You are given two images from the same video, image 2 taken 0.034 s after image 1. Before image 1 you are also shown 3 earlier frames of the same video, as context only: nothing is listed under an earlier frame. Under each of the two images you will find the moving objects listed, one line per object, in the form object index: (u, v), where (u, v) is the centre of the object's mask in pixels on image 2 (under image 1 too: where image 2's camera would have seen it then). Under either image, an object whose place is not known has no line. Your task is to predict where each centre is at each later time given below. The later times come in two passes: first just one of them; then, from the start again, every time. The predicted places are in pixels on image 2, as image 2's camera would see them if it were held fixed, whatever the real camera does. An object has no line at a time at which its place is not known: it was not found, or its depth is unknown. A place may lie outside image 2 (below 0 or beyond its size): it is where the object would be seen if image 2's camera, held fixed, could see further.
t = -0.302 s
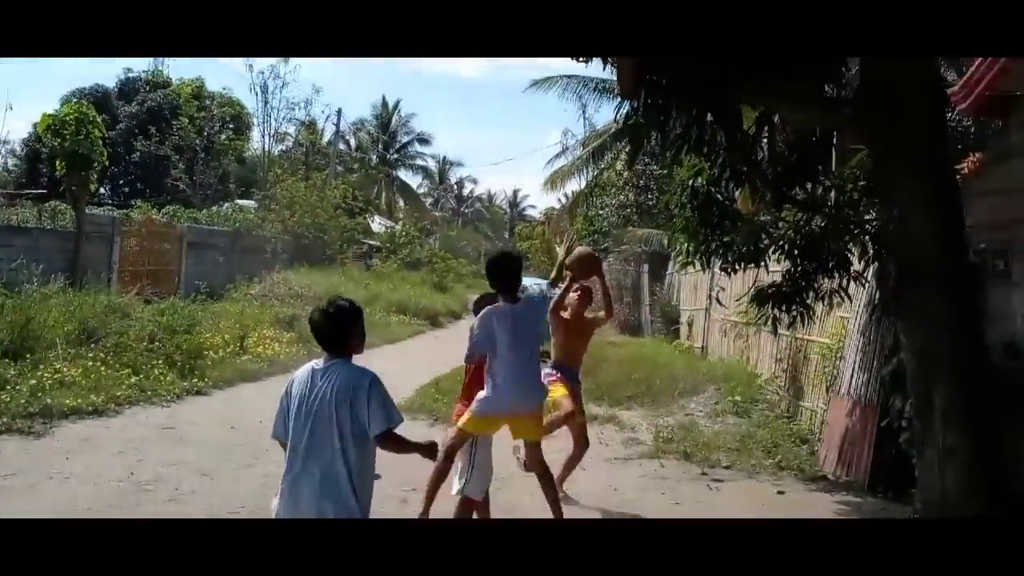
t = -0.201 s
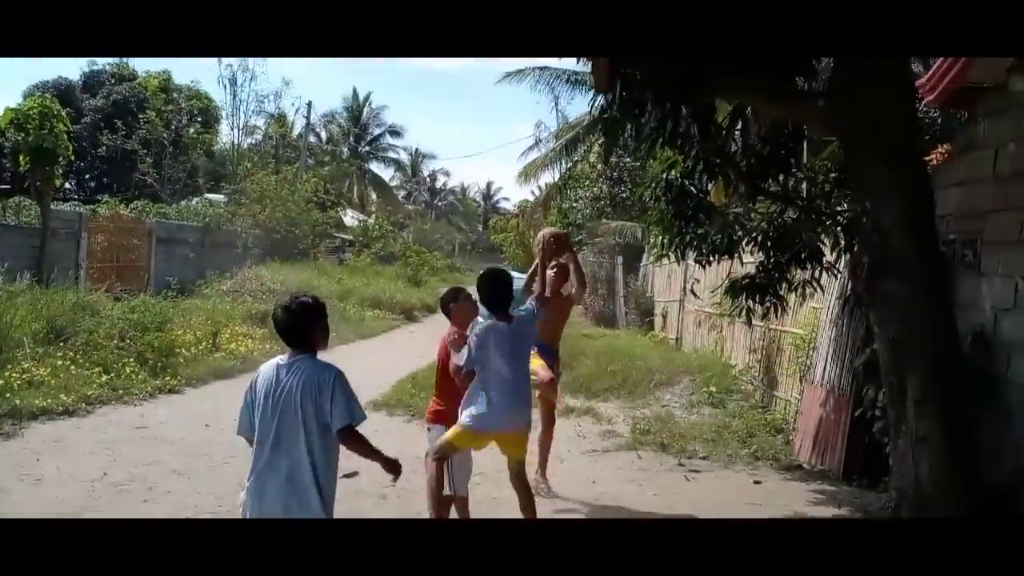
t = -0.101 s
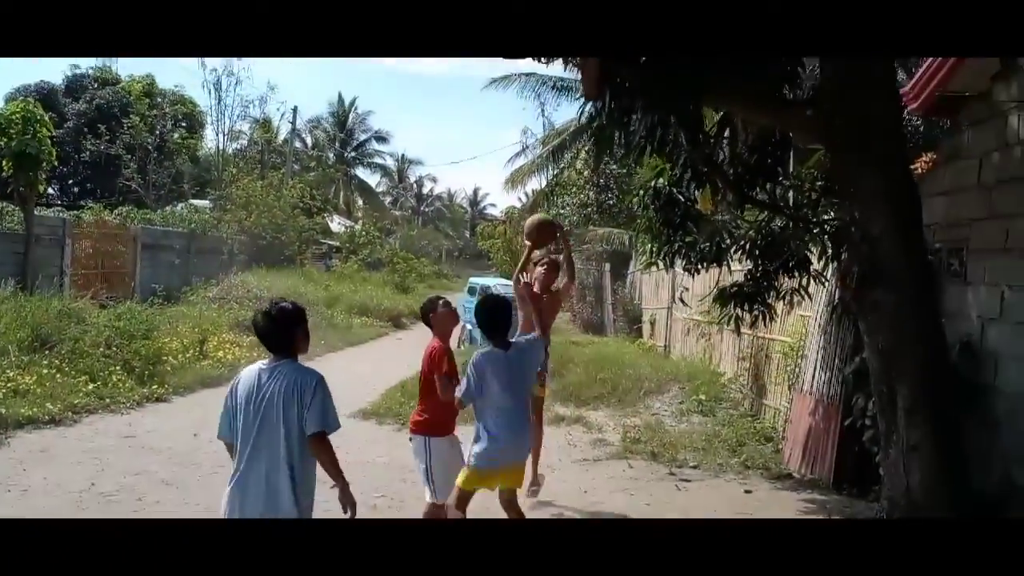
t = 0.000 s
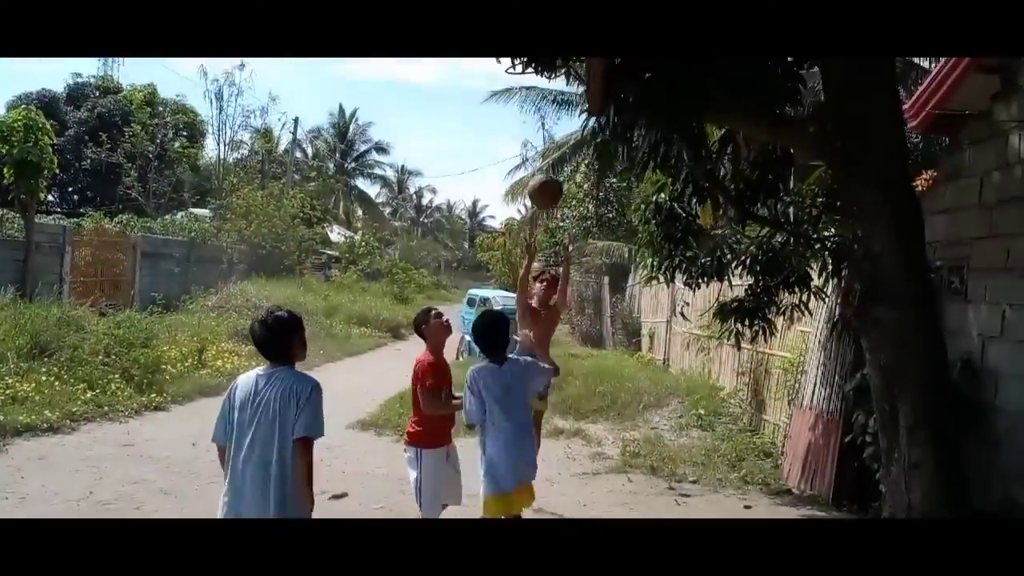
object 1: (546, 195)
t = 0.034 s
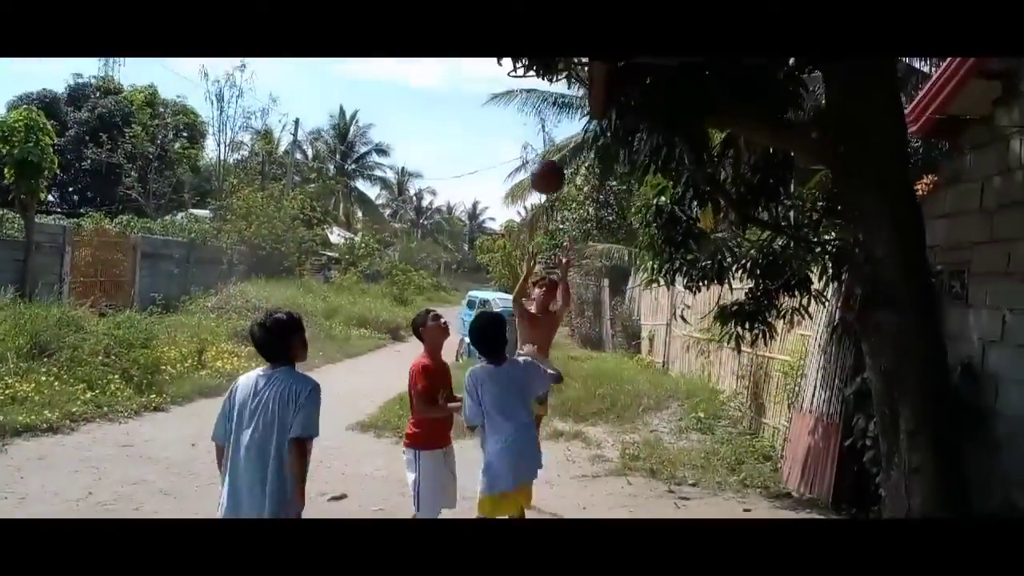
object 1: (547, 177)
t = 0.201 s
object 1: (550, 108)
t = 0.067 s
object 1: (548, 160)
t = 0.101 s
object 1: (548, 145)
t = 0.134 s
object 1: (547, 131)
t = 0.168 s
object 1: (547, 118)
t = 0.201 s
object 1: (550, 108)
